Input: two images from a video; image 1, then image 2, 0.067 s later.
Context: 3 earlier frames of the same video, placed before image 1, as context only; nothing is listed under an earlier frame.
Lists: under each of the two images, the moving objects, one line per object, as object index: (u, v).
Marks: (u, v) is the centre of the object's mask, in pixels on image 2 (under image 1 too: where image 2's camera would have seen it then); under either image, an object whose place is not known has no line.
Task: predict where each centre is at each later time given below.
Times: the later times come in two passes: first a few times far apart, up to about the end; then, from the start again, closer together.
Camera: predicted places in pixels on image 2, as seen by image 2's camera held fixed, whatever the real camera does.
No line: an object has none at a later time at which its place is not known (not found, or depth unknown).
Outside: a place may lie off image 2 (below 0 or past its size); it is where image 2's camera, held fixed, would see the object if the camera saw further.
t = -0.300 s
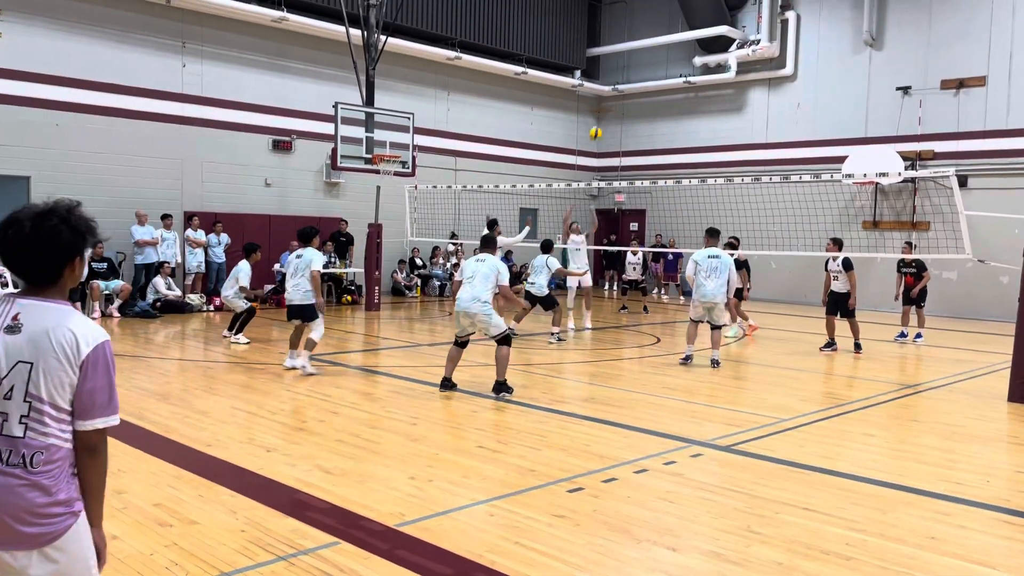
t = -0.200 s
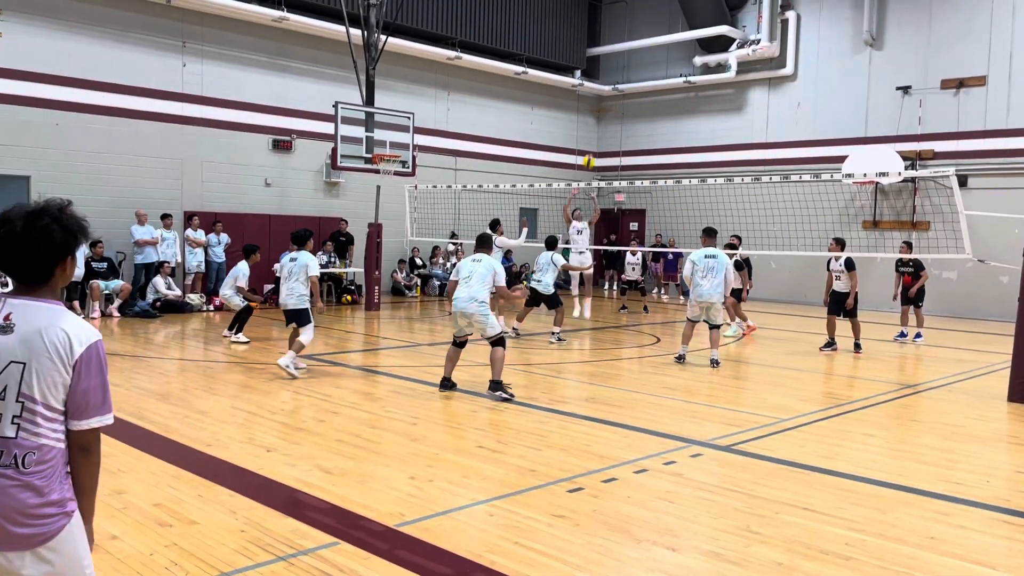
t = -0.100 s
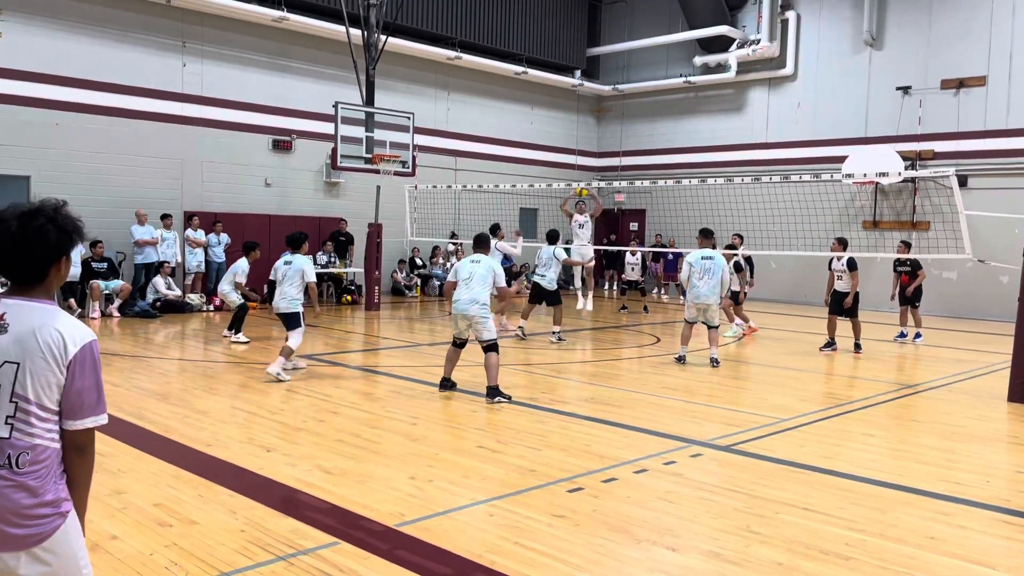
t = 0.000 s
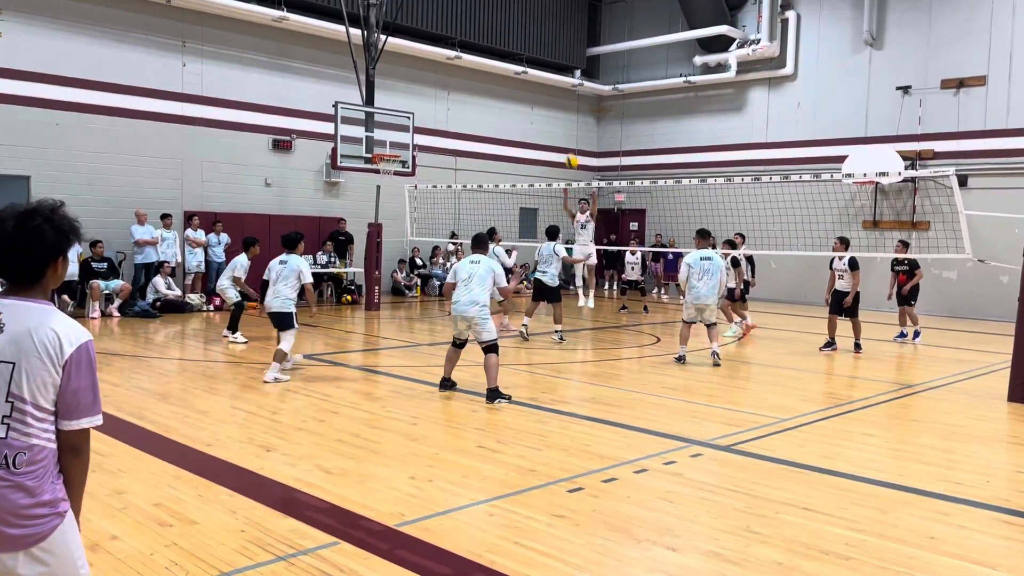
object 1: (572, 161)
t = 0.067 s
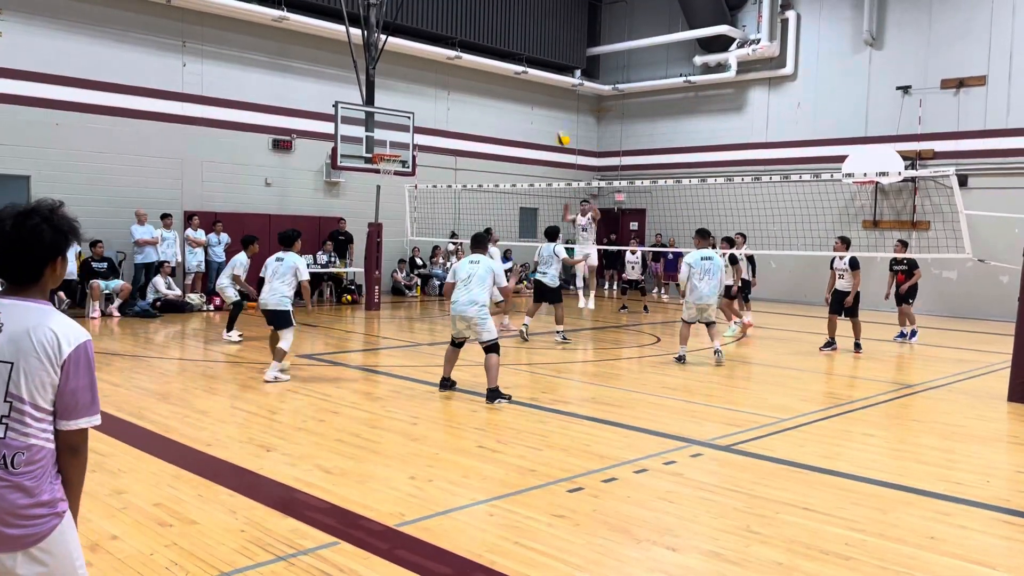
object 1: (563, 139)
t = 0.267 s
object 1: (531, 86)
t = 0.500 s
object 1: (489, 51)
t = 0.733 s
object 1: (437, 58)
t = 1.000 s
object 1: (368, 128)
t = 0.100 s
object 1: (557, 129)
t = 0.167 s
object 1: (548, 110)
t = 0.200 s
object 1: (542, 101)
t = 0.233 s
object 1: (537, 93)
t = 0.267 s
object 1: (531, 86)
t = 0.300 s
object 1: (526, 79)
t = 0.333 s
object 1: (520, 73)
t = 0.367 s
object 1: (514, 67)
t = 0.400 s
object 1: (507, 61)
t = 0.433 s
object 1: (501, 58)
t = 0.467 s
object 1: (495, 54)
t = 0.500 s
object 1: (489, 51)
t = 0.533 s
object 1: (481, 49)
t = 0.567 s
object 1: (474, 48)
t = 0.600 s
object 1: (468, 48)
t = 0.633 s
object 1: (460, 49)
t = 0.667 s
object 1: (453, 51)
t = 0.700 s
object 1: (445, 53)
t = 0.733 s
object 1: (437, 58)
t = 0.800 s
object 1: (422, 67)
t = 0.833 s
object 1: (413, 75)
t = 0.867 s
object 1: (404, 83)
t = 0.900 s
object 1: (395, 92)
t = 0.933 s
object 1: (387, 102)
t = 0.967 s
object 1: (377, 115)
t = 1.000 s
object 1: (368, 128)
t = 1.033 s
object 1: (357, 143)
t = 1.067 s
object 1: (348, 158)
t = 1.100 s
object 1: (336, 175)
